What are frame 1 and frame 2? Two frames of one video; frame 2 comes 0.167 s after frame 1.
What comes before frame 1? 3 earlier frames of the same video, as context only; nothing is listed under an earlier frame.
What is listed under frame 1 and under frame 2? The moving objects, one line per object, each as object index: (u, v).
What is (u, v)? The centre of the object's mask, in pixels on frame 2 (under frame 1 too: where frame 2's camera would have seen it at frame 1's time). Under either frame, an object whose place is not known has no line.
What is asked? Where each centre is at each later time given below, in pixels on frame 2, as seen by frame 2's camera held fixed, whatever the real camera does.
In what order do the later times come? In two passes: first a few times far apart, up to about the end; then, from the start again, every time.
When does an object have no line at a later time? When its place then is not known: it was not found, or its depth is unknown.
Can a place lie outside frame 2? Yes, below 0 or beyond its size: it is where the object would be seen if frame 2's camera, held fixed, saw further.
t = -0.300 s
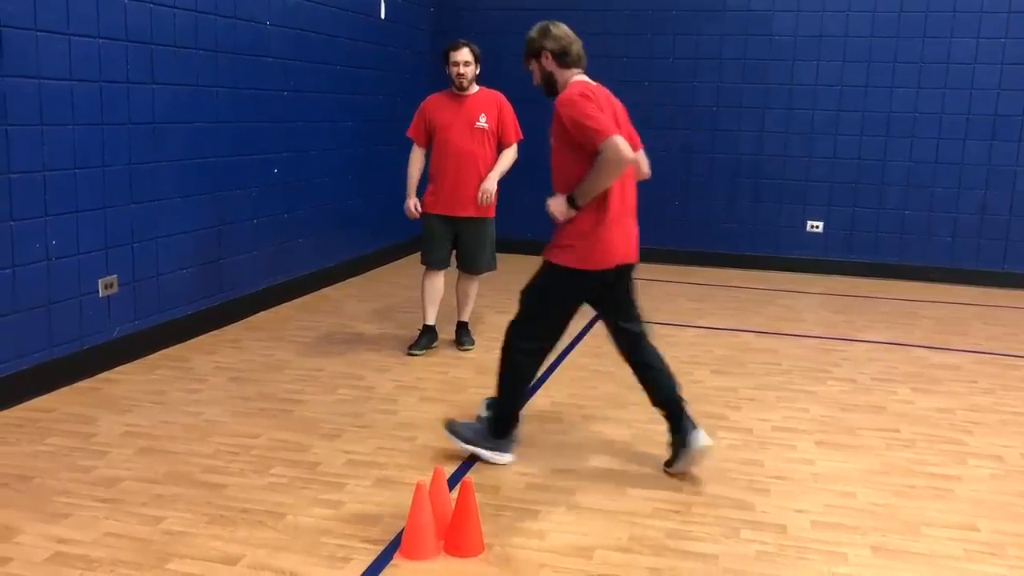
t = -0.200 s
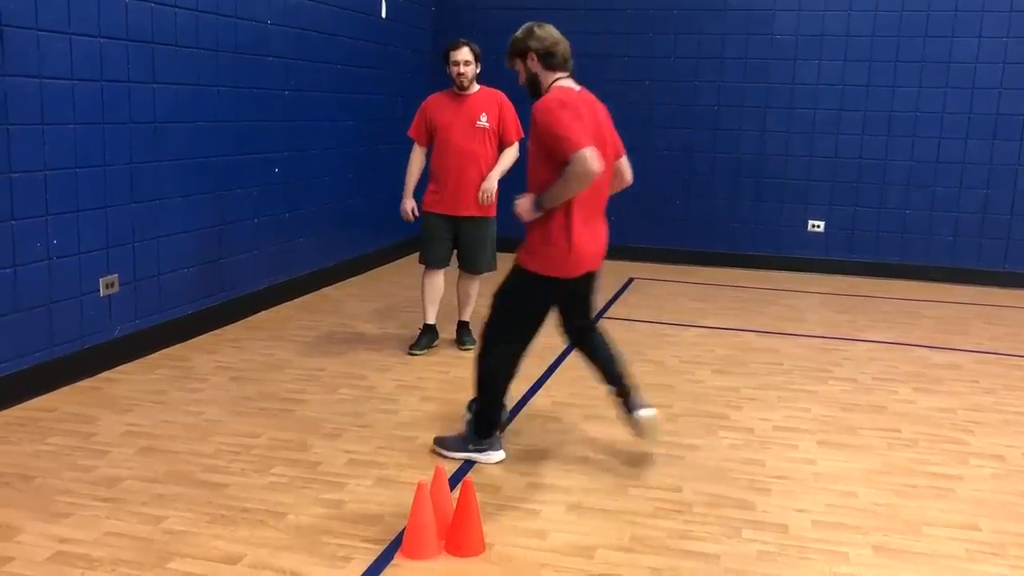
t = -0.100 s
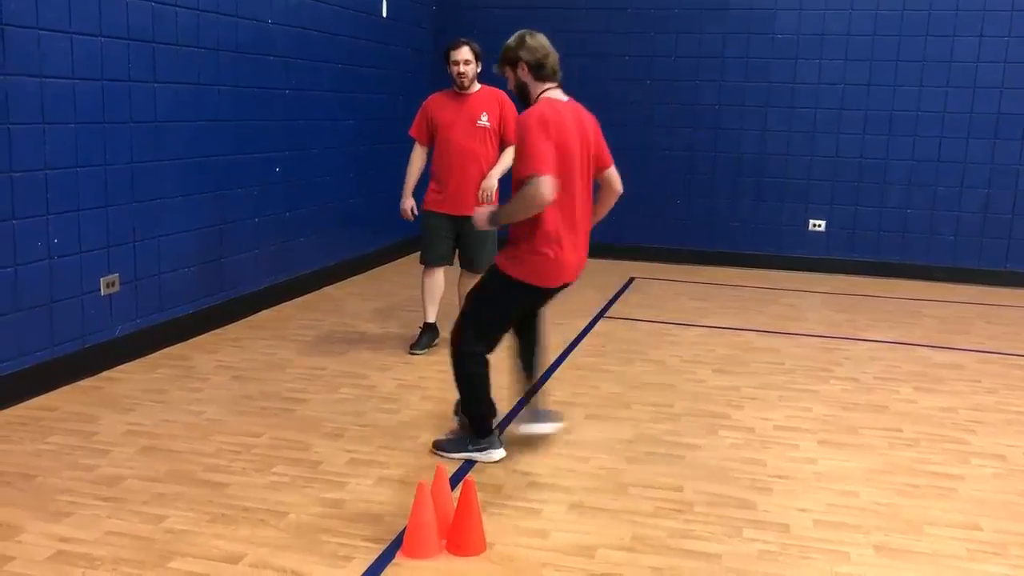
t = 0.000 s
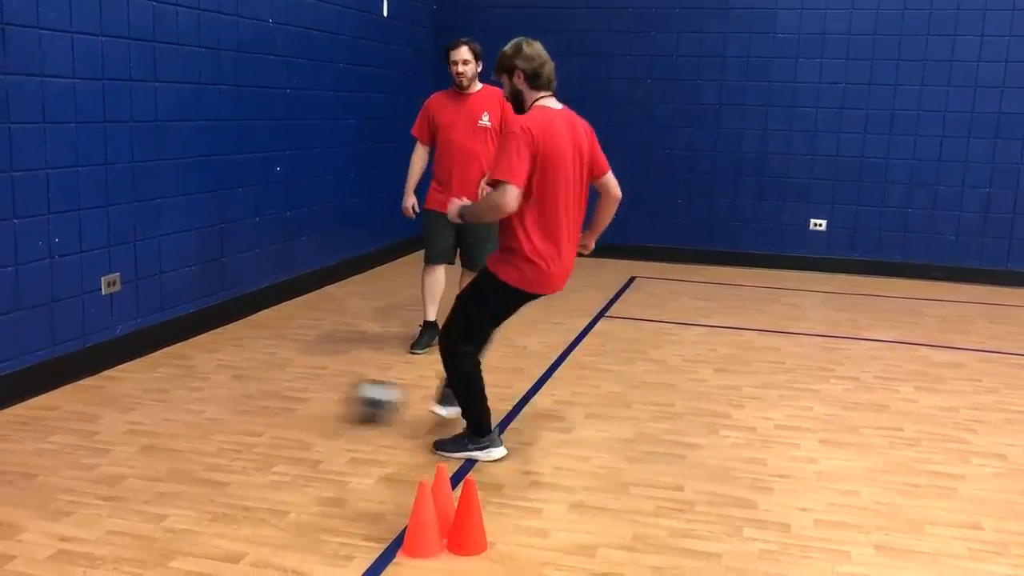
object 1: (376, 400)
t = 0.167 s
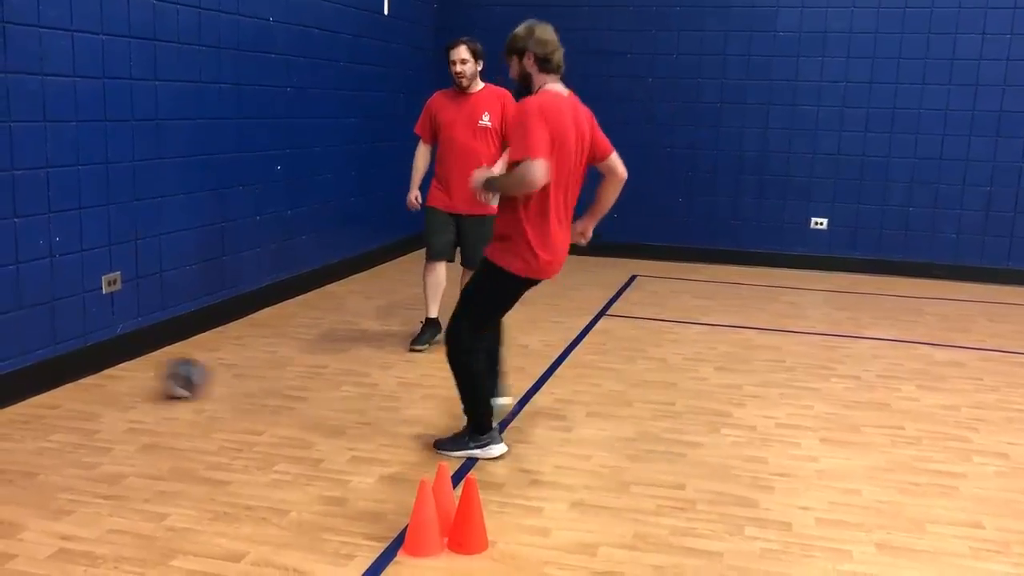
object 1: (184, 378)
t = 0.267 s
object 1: (96, 369)
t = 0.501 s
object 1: (197, 358)
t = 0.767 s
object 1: (305, 382)
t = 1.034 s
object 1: (377, 405)
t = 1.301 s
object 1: (450, 415)
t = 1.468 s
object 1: (494, 420)
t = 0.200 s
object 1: (154, 375)
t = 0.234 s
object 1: (121, 372)
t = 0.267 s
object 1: (96, 369)
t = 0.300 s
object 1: (82, 365)
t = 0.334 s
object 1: (100, 358)
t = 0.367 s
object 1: (120, 353)
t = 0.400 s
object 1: (144, 353)
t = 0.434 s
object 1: (160, 353)
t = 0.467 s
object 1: (179, 354)
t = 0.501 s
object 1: (197, 358)
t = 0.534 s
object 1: (218, 367)
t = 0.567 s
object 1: (238, 379)
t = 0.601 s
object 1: (258, 390)
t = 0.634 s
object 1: (267, 386)
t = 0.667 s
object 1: (276, 380)
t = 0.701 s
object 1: (286, 379)
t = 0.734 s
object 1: (295, 379)
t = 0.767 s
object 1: (305, 382)
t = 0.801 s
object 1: (313, 387)
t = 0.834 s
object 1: (323, 397)
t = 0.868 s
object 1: (332, 397)
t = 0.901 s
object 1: (340, 395)
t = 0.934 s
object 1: (350, 392)
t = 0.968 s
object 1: (359, 394)
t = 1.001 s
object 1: (368, 400)
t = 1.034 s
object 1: (377, 405)
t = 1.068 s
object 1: (386, 404)
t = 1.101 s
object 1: (395, 403)
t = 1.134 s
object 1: (404, 404)
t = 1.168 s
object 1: (413, 408)
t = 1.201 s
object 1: (423, 410)
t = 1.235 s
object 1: (432, 410)
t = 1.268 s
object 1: (441, 412)
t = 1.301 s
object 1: (450, 415)
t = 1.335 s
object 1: (459, 415)
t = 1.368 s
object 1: (467, 415)
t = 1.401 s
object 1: (476, 416)
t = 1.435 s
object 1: (485, 419)
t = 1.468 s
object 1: (494, 420)
